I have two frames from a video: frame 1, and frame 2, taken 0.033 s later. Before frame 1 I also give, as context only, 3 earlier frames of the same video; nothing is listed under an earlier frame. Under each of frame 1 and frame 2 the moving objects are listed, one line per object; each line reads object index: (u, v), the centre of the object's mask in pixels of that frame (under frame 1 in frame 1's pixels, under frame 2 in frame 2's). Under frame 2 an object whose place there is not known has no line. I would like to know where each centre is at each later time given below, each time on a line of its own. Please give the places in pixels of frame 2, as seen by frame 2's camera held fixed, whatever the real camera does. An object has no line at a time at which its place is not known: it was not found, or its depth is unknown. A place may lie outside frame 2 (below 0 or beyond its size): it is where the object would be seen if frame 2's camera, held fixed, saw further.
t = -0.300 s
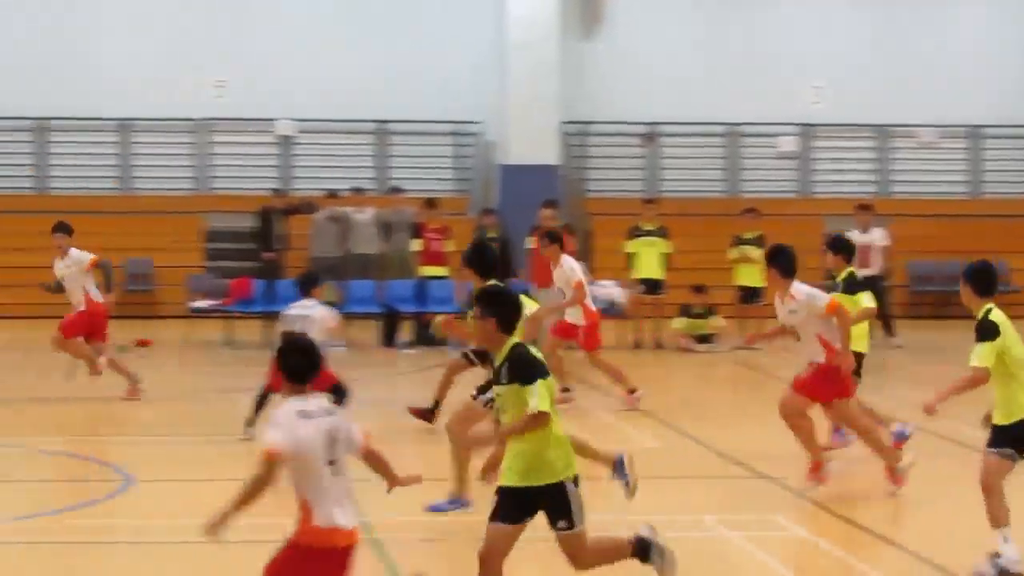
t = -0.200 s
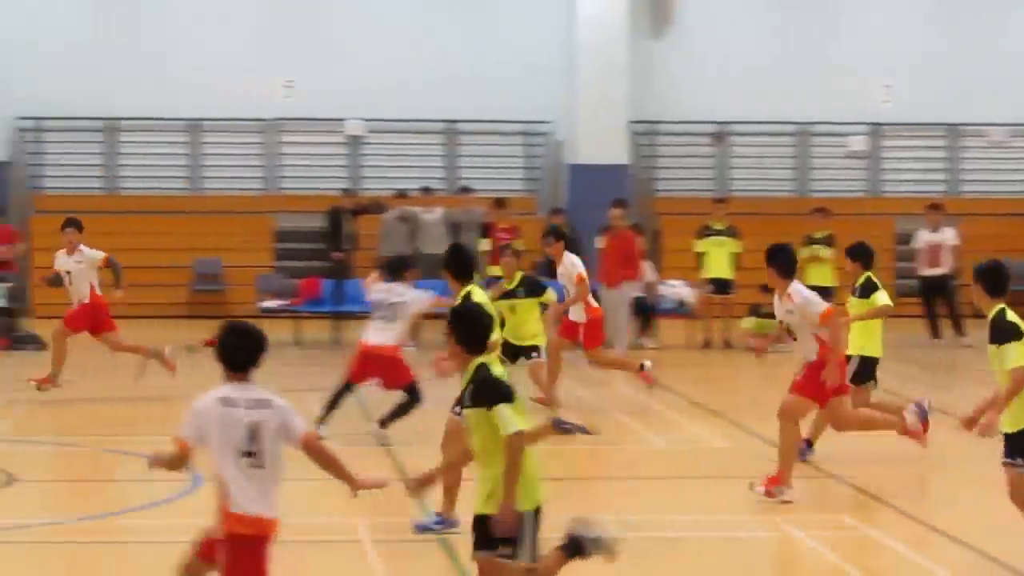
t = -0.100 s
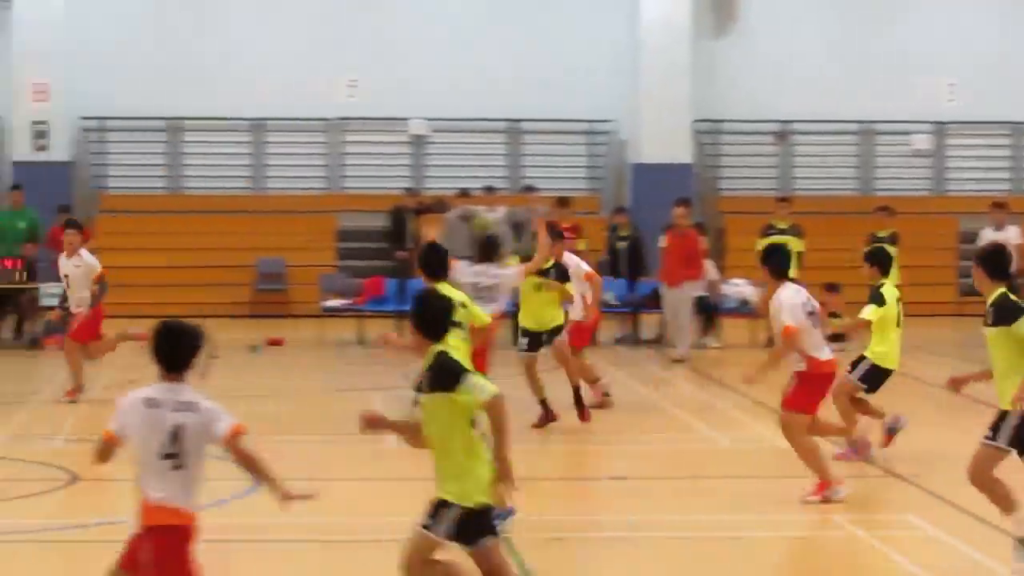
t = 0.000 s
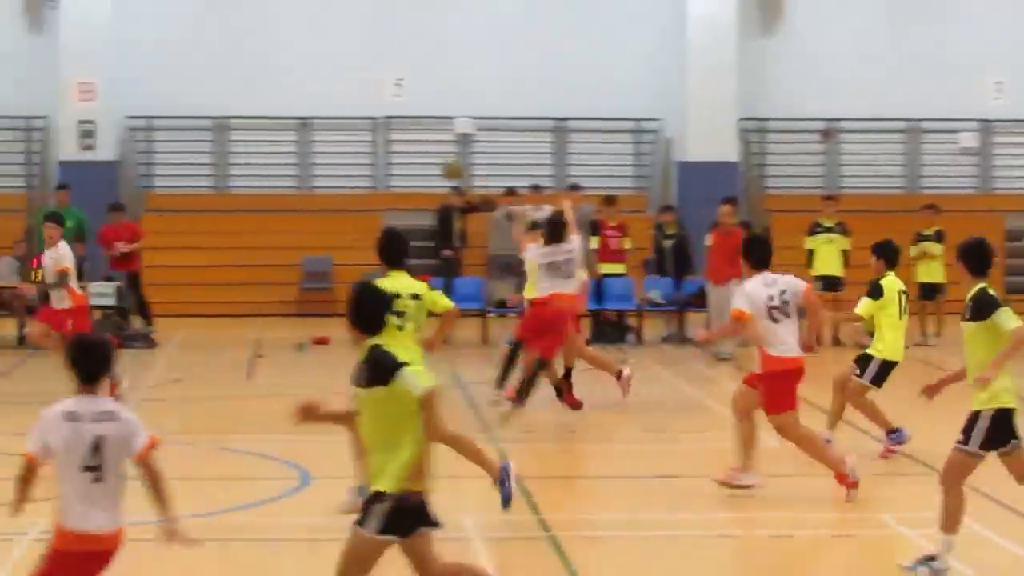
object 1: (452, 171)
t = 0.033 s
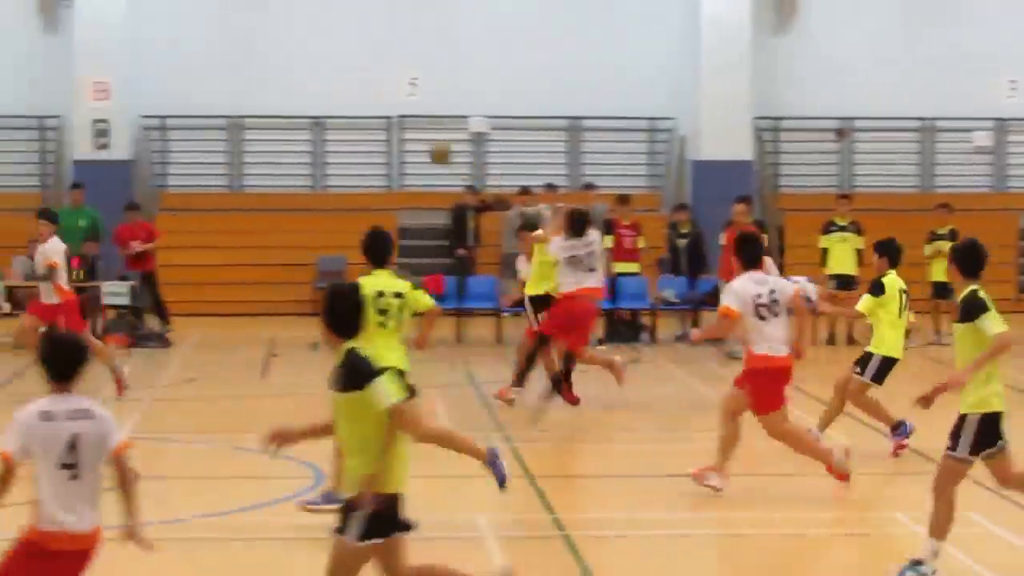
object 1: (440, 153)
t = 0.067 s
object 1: (415, 138)
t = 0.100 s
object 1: (391, 126)
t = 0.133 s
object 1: (364, 111)
